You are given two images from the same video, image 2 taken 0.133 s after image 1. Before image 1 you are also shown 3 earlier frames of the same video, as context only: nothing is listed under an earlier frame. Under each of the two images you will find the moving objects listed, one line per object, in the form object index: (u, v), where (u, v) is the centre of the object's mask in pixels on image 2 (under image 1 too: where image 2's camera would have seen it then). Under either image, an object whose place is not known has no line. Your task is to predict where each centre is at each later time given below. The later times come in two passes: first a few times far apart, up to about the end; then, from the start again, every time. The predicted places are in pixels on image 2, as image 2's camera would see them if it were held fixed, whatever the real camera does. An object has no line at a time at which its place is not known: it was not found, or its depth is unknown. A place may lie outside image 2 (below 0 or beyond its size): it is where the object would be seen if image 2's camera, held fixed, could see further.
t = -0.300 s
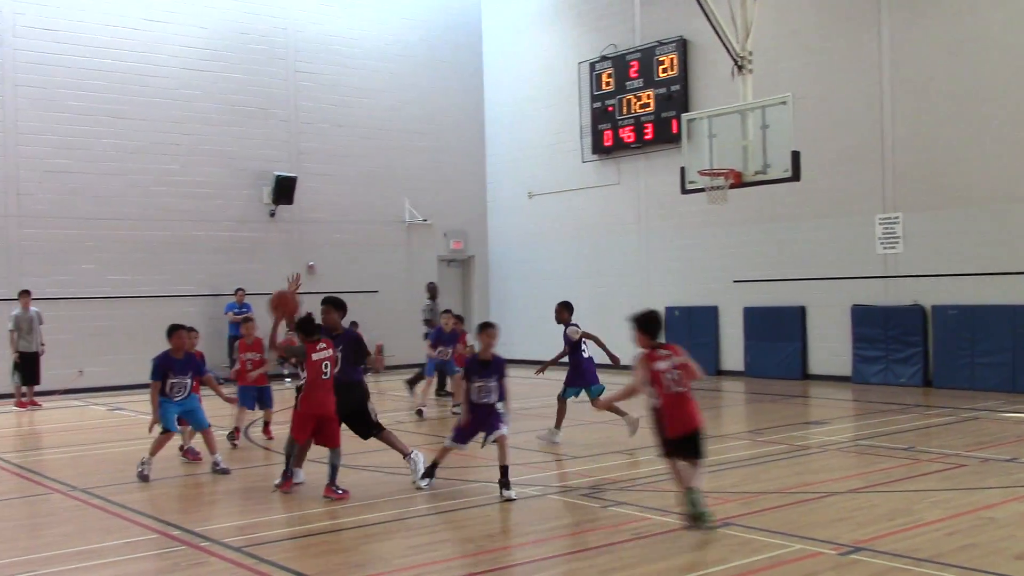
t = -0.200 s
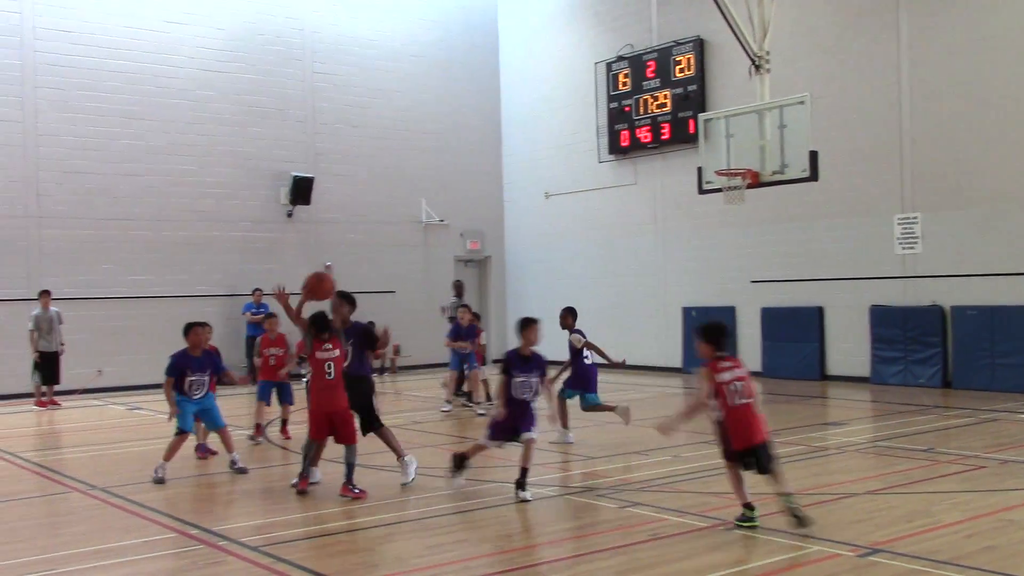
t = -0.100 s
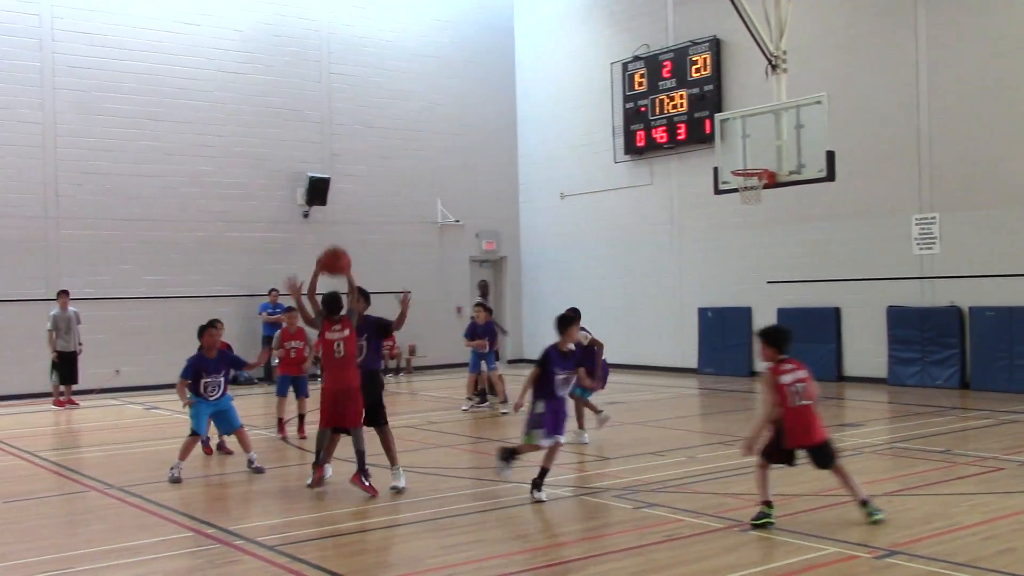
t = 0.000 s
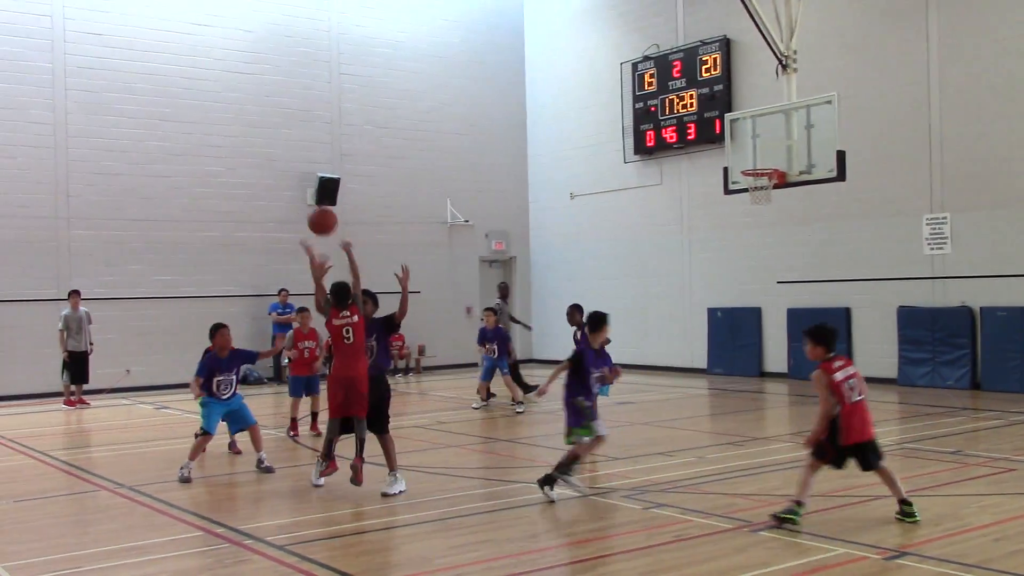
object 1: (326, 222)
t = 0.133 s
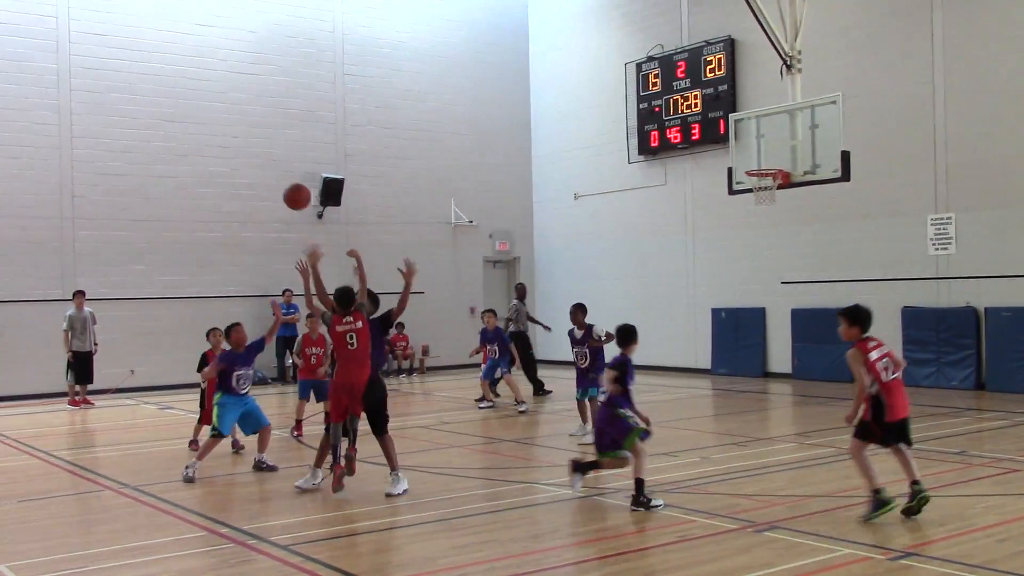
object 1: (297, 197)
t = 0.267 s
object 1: (272, 194)
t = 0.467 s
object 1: (242, 222)
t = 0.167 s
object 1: (290, 194)
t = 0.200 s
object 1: (284, 192)
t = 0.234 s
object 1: (277, 193)
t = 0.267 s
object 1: (272, 194)
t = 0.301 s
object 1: (266, 196)
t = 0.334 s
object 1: (261, 199)
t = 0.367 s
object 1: (256, 204)
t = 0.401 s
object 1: (251, 209)
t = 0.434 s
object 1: (246, 215)
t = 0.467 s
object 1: (242, 222)
